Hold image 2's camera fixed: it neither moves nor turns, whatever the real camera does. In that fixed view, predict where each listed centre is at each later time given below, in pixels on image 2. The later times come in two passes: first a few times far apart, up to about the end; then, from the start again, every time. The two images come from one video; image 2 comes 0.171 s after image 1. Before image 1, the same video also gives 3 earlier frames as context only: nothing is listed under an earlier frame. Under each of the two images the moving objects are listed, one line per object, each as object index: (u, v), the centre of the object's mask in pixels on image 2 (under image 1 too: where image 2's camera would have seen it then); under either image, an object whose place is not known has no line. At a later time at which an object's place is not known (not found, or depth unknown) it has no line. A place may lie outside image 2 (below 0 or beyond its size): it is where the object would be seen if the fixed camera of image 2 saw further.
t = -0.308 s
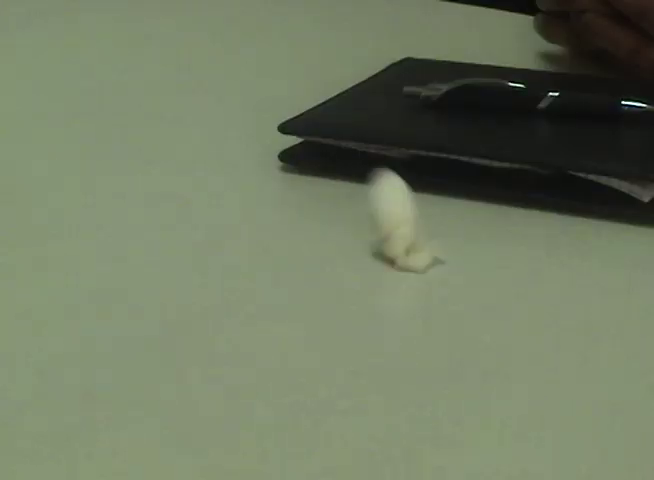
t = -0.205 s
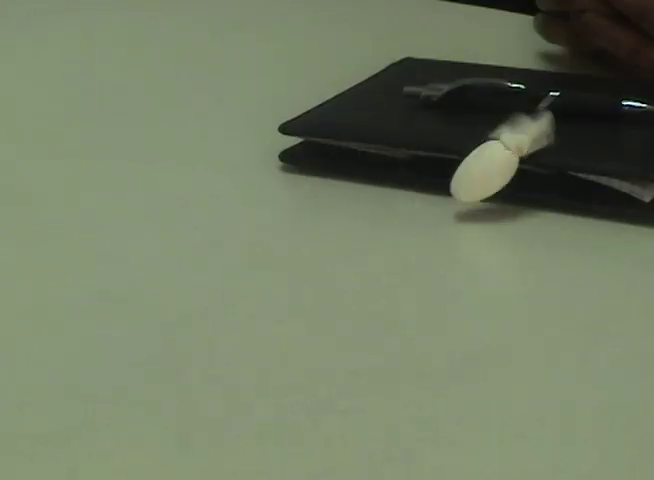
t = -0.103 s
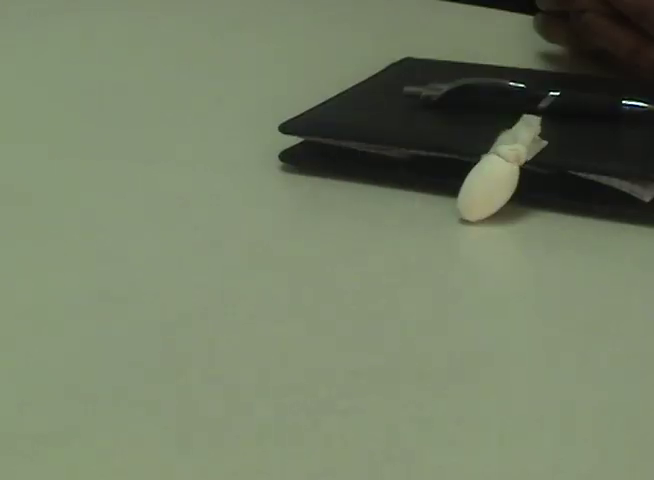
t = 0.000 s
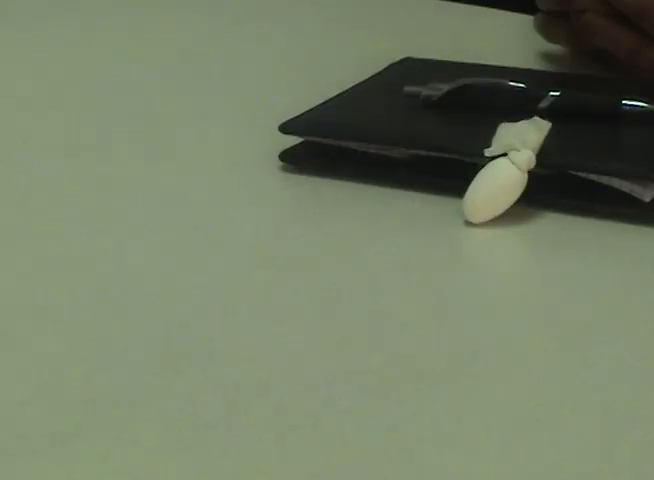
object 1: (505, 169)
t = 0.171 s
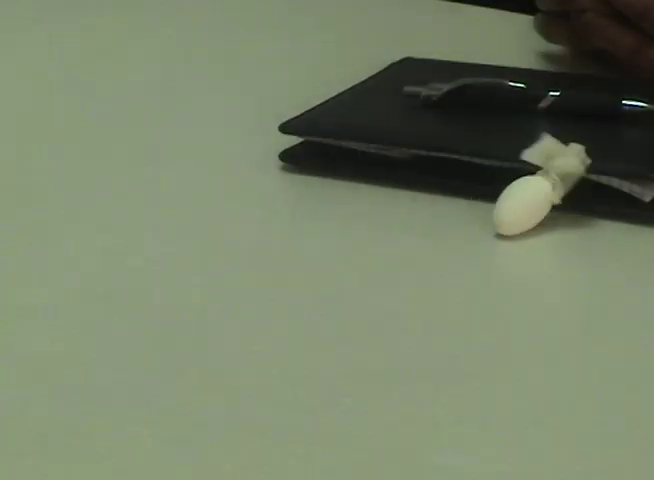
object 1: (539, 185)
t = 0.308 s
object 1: (555, 195)
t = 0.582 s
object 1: (528, 182)
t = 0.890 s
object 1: (537, 188)
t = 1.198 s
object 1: (536, 187)
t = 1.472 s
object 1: (536, 187)
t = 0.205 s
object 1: (549, 192)
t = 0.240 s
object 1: (551, 194)
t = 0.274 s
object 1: (555, 194)
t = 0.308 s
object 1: (555, 195)
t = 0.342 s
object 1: (553, 194)
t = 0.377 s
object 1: (551, 193)
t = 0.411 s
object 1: (546, 189)
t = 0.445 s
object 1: (539, 187)
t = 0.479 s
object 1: (535, 184)
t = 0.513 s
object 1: (531, 183)
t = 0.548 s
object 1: (530, 182)
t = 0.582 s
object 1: (528, 182)
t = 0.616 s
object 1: (528, 182)
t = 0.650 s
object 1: (529, 184)
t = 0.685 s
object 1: (531, 185)
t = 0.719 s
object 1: (534, 186)
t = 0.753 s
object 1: (536, 187)
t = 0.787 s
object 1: (537, 188)
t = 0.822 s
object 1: (537, 188)
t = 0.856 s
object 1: (537, 188)
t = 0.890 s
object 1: (537, 188)
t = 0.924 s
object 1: (537, 188)
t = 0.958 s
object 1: (536, 188)
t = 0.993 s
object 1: (536, 187)
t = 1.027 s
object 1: (536, 187)
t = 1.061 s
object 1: (535, 187)
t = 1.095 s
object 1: (536, 187)
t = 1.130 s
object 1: (536, 187)
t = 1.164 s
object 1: (536, 187)
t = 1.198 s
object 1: (536, 187)
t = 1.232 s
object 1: (536, 187)
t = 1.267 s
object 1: (536, 187)
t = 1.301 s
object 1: (536, 187)
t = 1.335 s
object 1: (536, 187)
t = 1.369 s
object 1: (536, 188)
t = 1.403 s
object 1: (536, 187)
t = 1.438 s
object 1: (536, 187)
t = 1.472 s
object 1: (536, 187)
